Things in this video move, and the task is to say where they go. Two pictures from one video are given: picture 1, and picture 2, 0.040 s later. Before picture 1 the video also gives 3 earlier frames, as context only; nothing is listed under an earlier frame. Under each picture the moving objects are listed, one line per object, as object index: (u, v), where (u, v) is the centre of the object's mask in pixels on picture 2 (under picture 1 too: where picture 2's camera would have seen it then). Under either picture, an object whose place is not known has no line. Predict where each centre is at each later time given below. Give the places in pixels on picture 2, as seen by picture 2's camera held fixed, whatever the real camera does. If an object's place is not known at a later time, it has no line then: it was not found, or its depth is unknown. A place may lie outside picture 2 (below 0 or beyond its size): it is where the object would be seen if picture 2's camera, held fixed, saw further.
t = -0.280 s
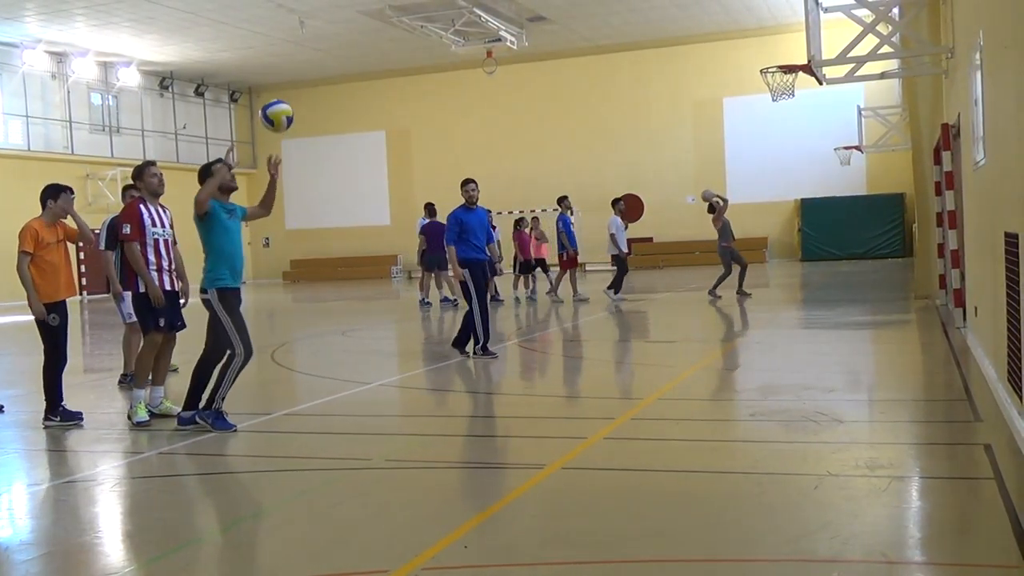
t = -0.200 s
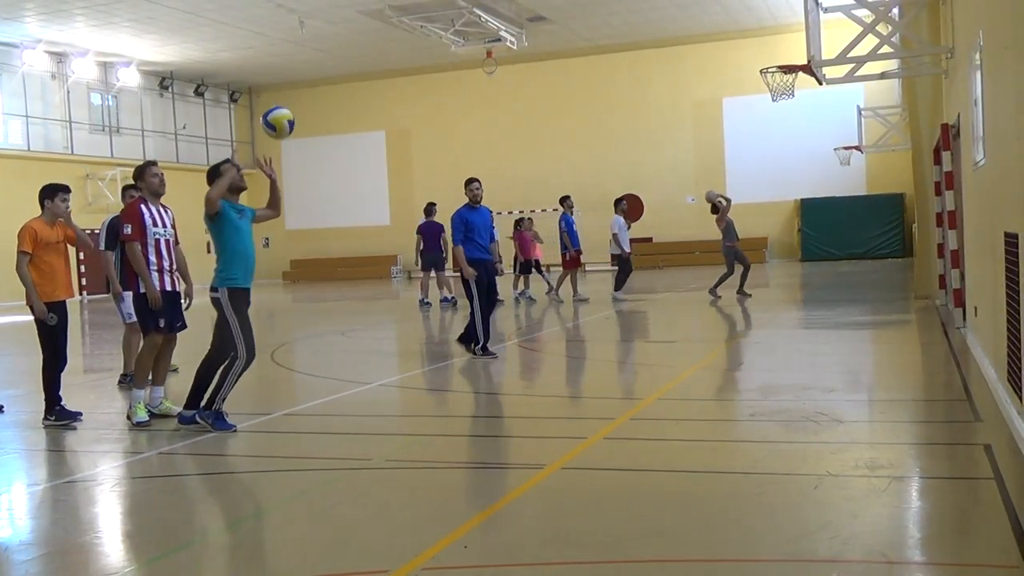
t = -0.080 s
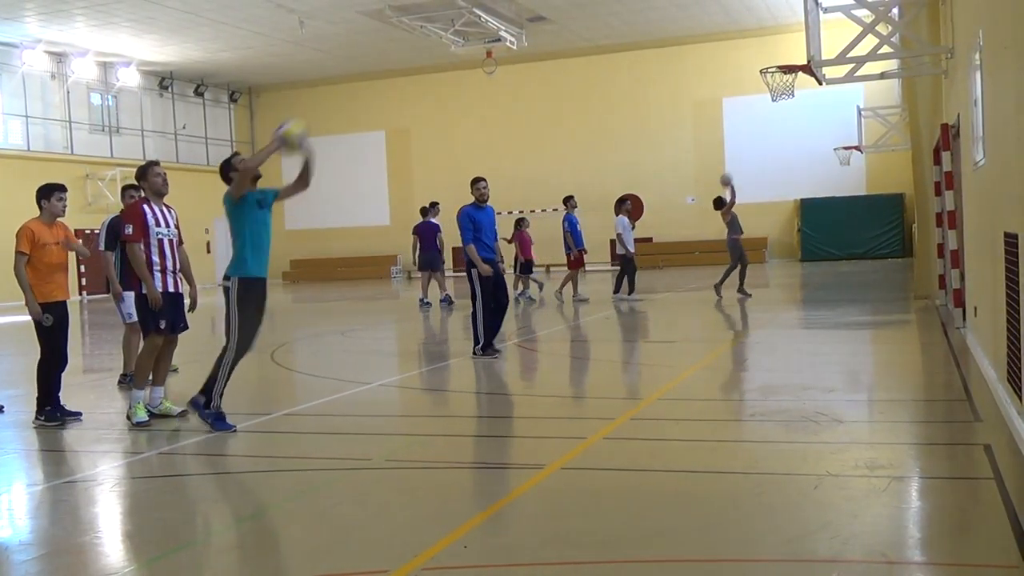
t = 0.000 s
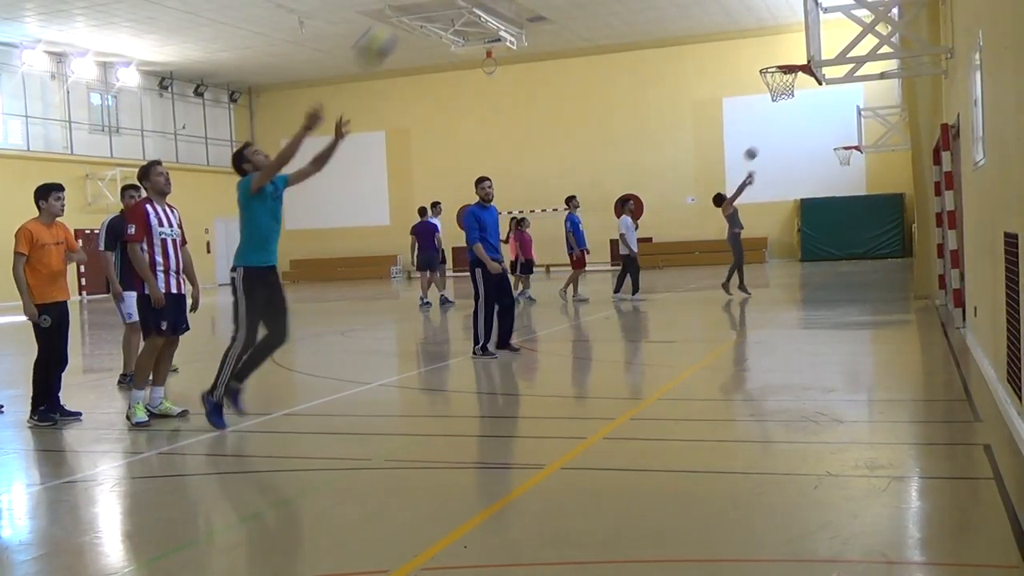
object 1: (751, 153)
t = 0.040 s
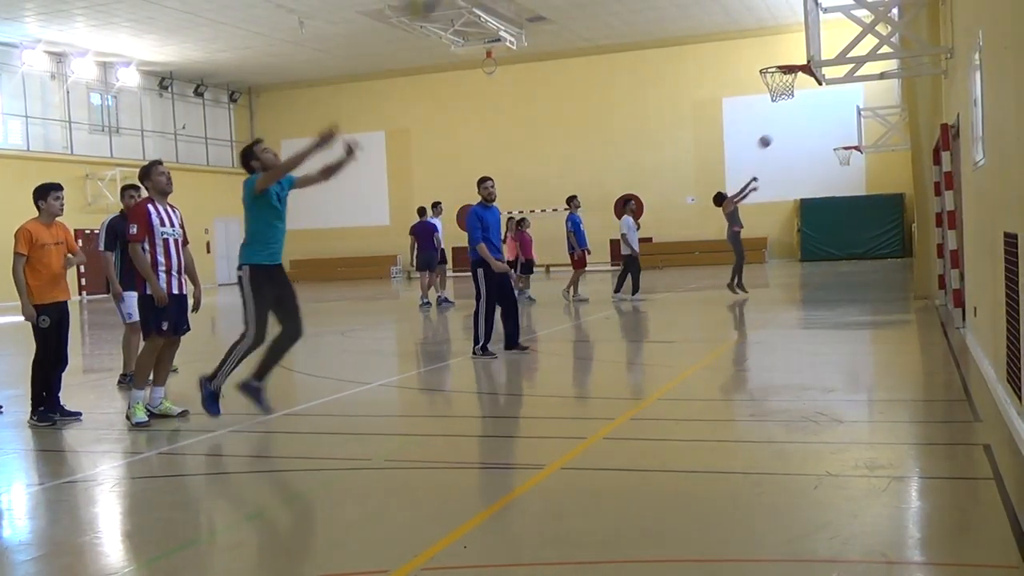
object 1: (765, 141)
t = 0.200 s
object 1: (820, 101)
